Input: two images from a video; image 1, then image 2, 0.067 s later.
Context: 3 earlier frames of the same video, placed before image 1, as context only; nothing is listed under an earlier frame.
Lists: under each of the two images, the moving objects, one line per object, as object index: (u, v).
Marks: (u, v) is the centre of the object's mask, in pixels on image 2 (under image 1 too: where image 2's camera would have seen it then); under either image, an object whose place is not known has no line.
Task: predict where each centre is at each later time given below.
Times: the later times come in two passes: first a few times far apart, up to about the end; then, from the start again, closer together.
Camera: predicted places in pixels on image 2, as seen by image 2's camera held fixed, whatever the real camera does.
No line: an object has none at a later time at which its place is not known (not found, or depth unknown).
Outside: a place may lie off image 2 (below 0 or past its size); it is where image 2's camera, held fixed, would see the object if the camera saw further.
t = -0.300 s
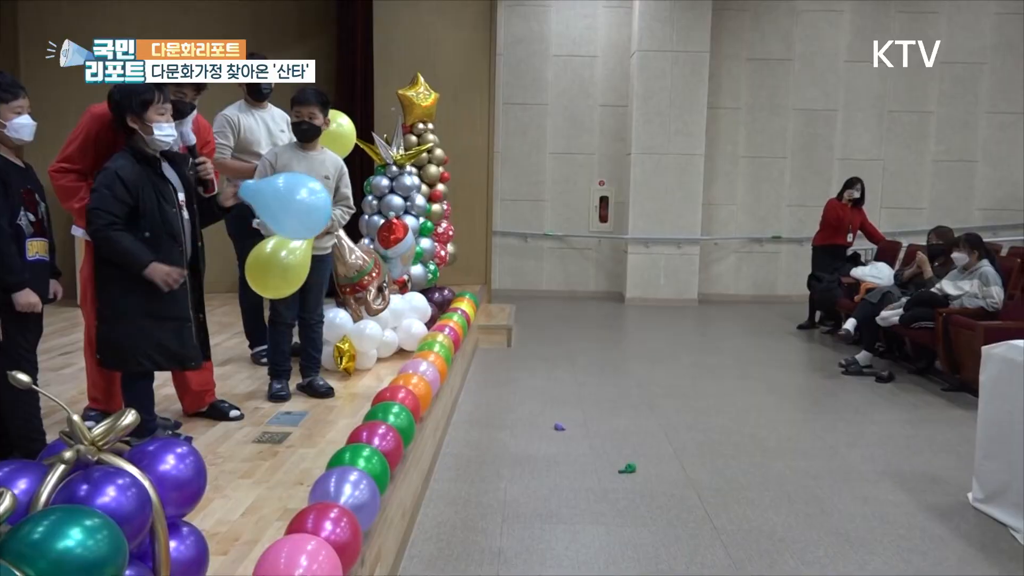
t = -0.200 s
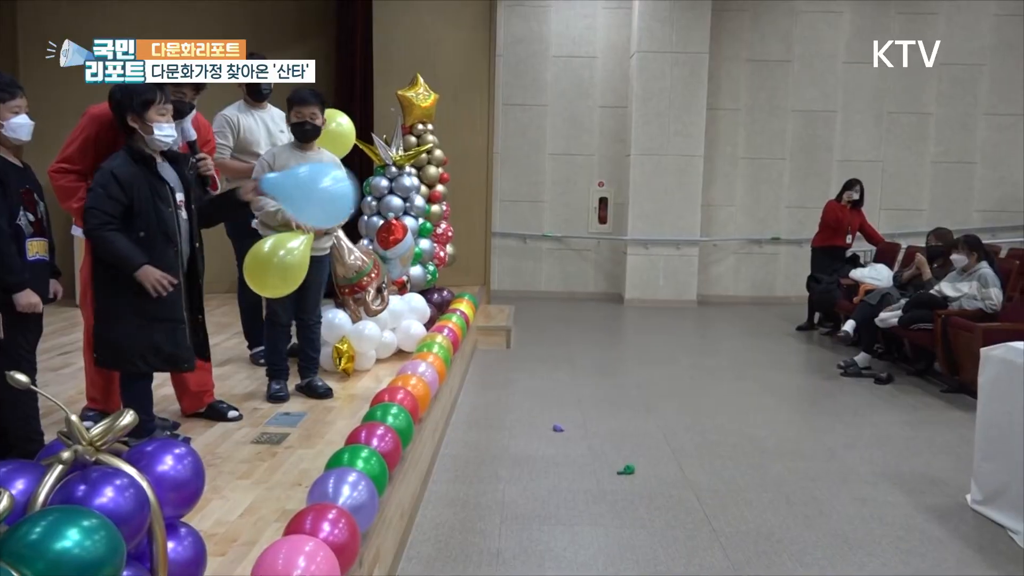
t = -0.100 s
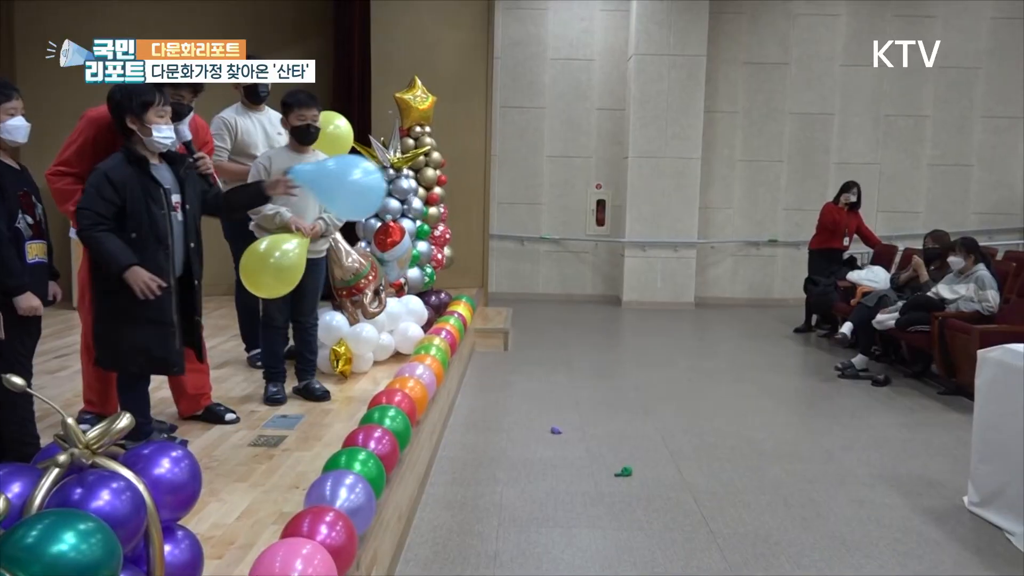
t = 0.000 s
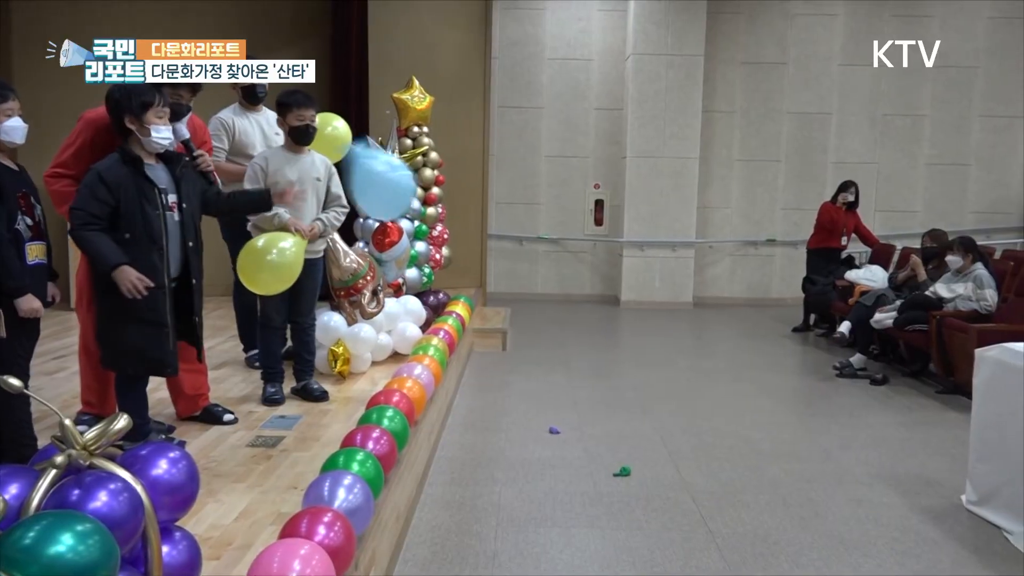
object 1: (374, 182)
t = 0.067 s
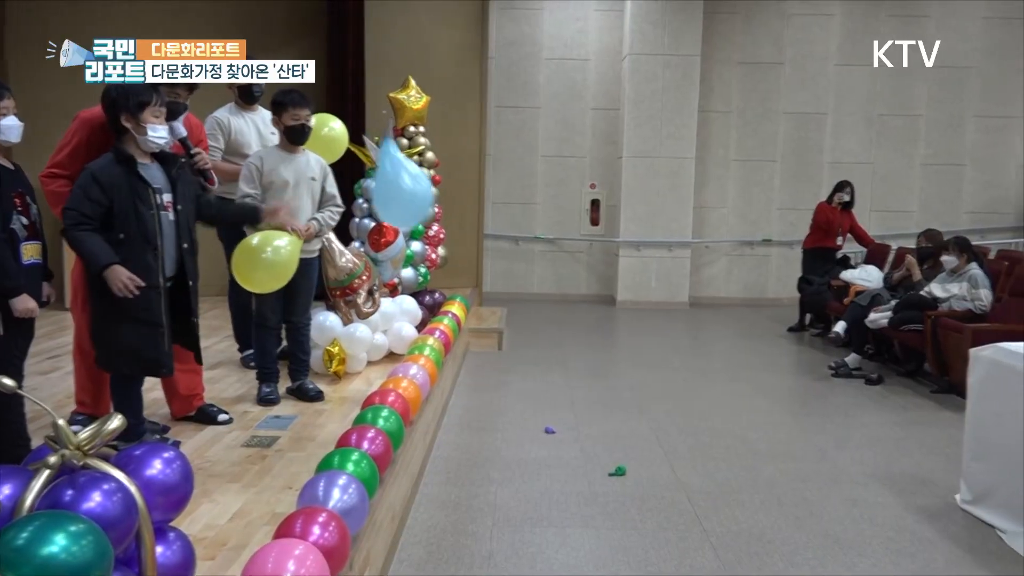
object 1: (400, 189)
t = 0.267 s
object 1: (478, 238)
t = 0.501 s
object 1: (533, 298)
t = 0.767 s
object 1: (574, 358)
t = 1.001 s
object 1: (618, 424)
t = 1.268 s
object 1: (640, 448)
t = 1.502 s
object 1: (688, 448)
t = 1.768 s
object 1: (662, 437)
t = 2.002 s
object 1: (605, 431)
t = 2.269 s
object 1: (593, 431)
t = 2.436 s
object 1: (602, 431)
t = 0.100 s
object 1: (412, 198)
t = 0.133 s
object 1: (422, 207)
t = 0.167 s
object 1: (434, 216)
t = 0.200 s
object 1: (447, 224)
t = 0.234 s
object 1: (465, 231)
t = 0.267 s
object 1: (478, 238)
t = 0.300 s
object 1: (490, 245)
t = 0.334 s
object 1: (501, 248)
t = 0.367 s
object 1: (508, 254)
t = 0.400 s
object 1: (514, 263)
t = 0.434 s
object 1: (519, 274)
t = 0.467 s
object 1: (524, 286)
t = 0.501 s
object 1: (533, 298)
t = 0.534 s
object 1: (543, 307)
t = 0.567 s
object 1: (552, 313)
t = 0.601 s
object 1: (559, 320)
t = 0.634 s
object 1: (564, 327)
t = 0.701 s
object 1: (572, 338)
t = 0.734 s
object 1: (573, 347)
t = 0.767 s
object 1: (574, 358)
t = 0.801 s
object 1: (577, 371)
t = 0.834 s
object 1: (583, 386)
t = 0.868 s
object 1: (591, 398)
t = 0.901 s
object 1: (600, 405)
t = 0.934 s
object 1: (608, 411)
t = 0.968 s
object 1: (613, 418)
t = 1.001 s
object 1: (618, 424)
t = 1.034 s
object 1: (621, 428)
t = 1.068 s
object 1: (621, 435)
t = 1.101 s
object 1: (622, 444)
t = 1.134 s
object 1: (623, 450)
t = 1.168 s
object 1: (625, 449)
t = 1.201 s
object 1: (628, 448)
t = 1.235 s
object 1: (633, 447)
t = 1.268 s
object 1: (640, 448)
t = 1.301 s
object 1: (648, 450)
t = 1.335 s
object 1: (657, 451)
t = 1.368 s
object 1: (664, 451)
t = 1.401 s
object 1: (673, 451)
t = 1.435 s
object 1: (679, 451)
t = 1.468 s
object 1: (685, 450)
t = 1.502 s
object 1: (688, 448)
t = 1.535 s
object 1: (690, 447)
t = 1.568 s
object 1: (691, 444)
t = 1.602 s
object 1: (689, 442)
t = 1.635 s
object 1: (685, 441)
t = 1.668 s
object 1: (681, 439)
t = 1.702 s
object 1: (676, 438)
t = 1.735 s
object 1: (670, 437)
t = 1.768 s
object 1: (662, 437)
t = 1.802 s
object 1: (653, 436)
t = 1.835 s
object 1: (644, 436)
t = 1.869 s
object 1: (636, 436)
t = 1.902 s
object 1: (627, 433)
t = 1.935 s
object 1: (619, 432)
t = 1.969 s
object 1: (611, 431)
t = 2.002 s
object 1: (605, 431)
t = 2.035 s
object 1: (599, 430)
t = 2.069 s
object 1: (595, 430)
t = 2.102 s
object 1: (592, 431)
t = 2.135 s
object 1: (590, 431)
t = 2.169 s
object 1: (589, 431)
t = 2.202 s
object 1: (590, 431)
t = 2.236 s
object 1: (590, 431)
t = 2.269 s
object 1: (593, 431)
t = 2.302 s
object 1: (595, 431)
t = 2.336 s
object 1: (597, 431)
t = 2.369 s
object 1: (599, 431)
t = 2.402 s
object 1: (601, 431)
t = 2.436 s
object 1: (602, 431)
